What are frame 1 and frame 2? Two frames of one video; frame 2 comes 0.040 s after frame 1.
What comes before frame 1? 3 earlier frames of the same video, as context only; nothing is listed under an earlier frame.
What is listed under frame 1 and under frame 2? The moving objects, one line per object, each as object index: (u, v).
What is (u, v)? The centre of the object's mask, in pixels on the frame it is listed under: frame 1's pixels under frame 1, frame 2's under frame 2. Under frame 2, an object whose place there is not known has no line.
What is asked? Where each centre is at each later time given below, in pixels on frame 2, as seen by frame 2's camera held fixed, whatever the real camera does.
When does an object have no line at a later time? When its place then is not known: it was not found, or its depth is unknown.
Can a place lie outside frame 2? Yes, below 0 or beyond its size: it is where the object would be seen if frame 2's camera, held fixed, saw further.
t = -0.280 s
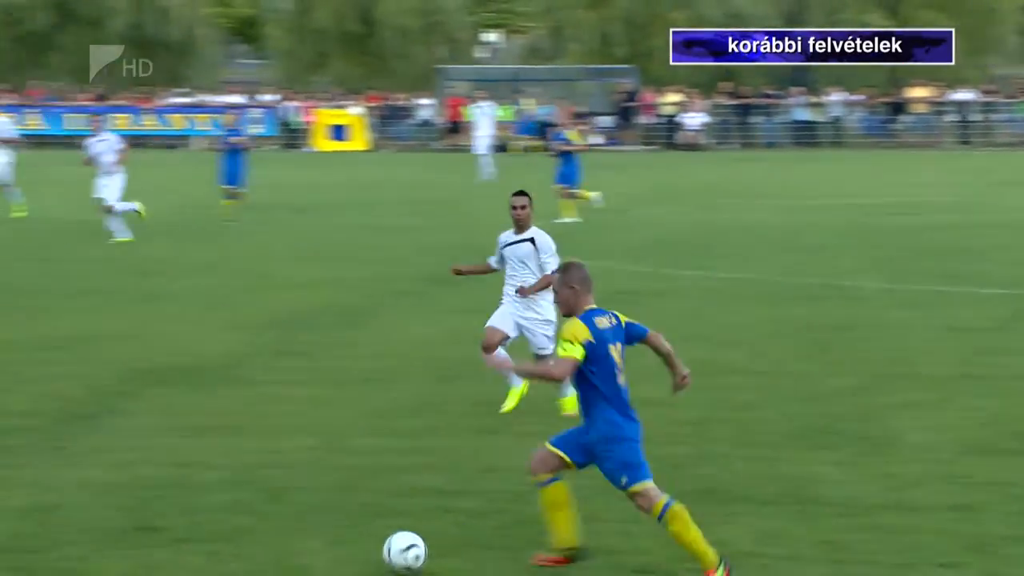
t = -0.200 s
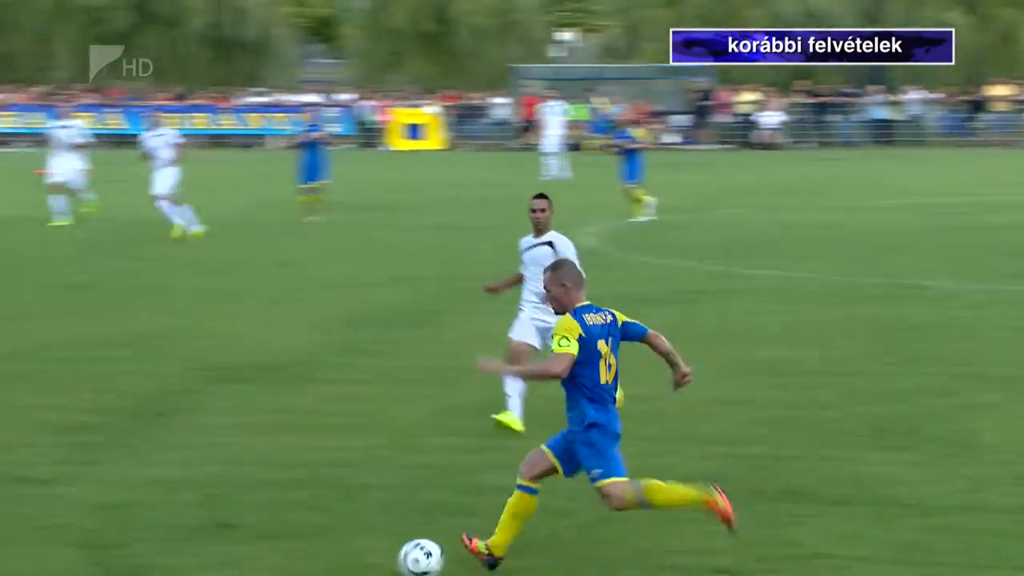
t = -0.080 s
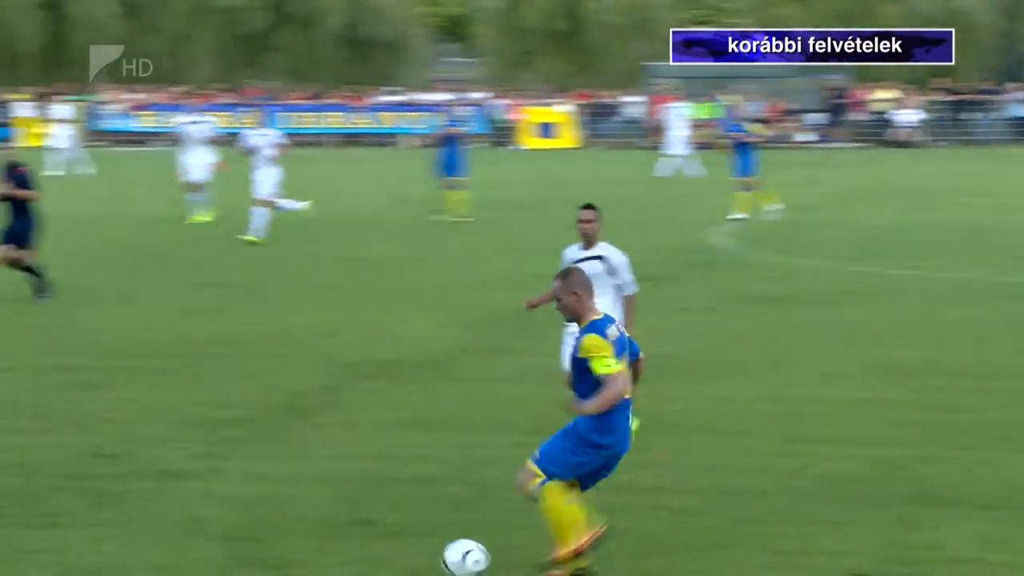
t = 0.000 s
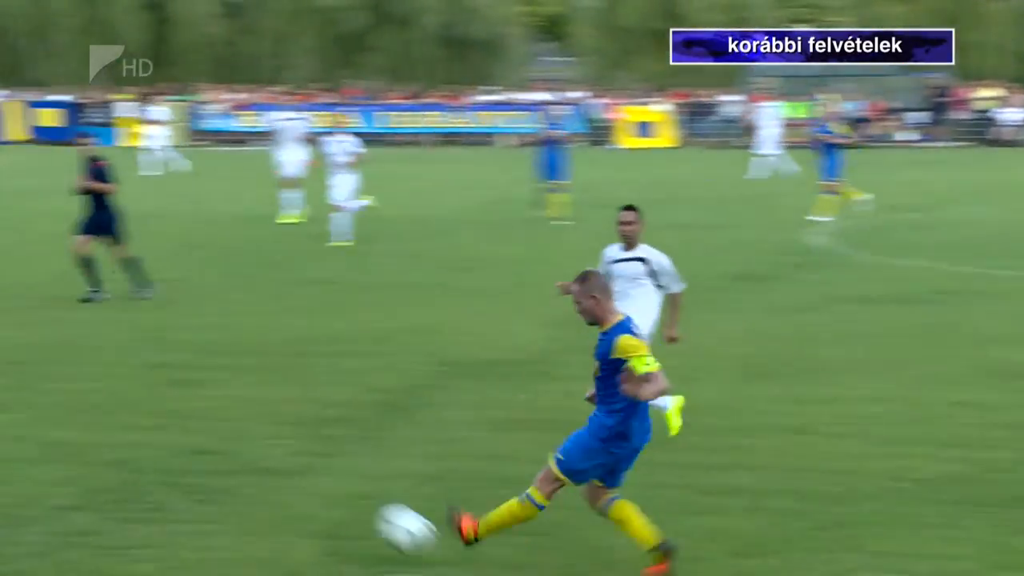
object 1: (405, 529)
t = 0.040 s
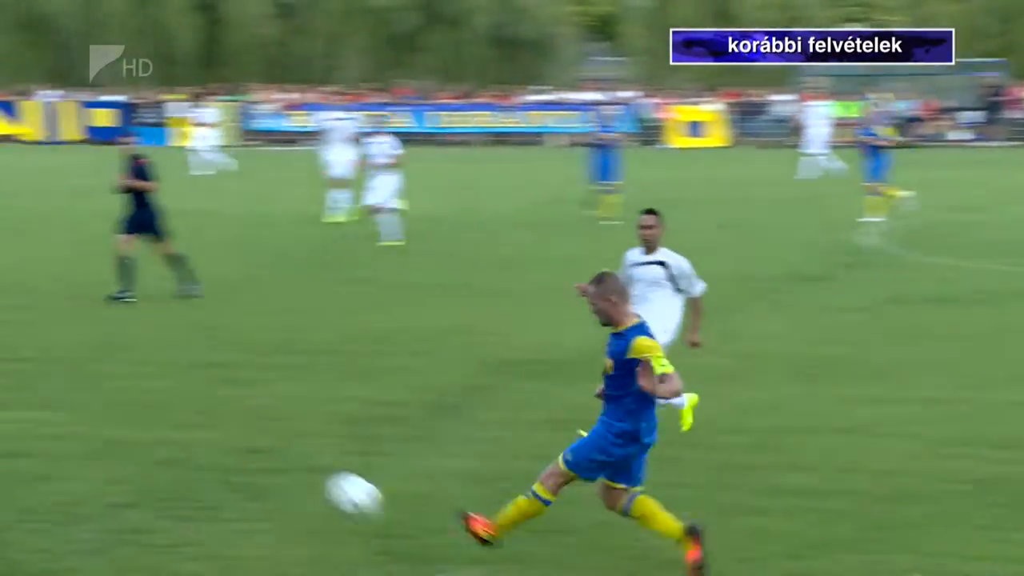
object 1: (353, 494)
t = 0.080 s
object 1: (257, 468)
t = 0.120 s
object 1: (165, 446)
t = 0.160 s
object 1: (78, 431)
